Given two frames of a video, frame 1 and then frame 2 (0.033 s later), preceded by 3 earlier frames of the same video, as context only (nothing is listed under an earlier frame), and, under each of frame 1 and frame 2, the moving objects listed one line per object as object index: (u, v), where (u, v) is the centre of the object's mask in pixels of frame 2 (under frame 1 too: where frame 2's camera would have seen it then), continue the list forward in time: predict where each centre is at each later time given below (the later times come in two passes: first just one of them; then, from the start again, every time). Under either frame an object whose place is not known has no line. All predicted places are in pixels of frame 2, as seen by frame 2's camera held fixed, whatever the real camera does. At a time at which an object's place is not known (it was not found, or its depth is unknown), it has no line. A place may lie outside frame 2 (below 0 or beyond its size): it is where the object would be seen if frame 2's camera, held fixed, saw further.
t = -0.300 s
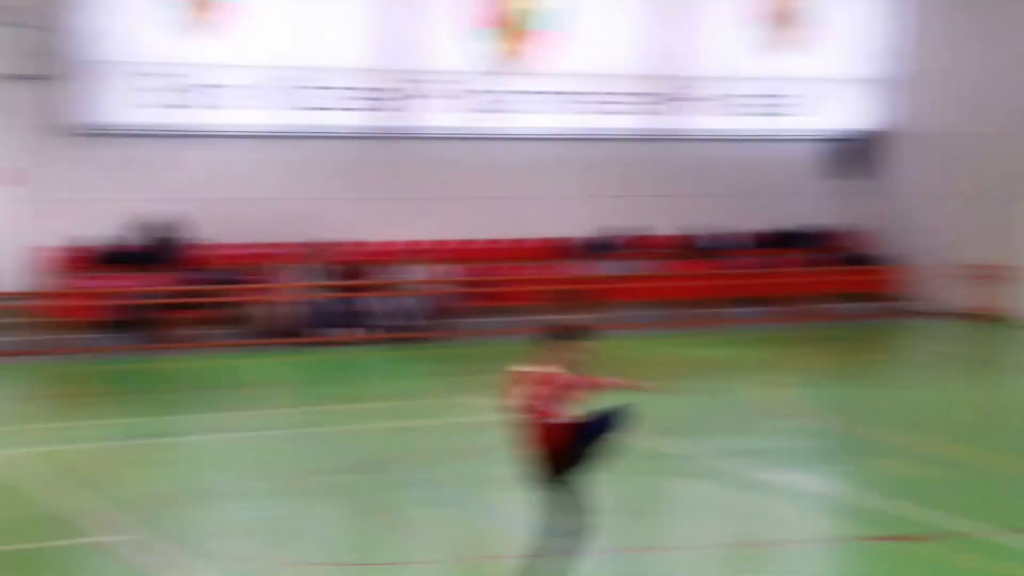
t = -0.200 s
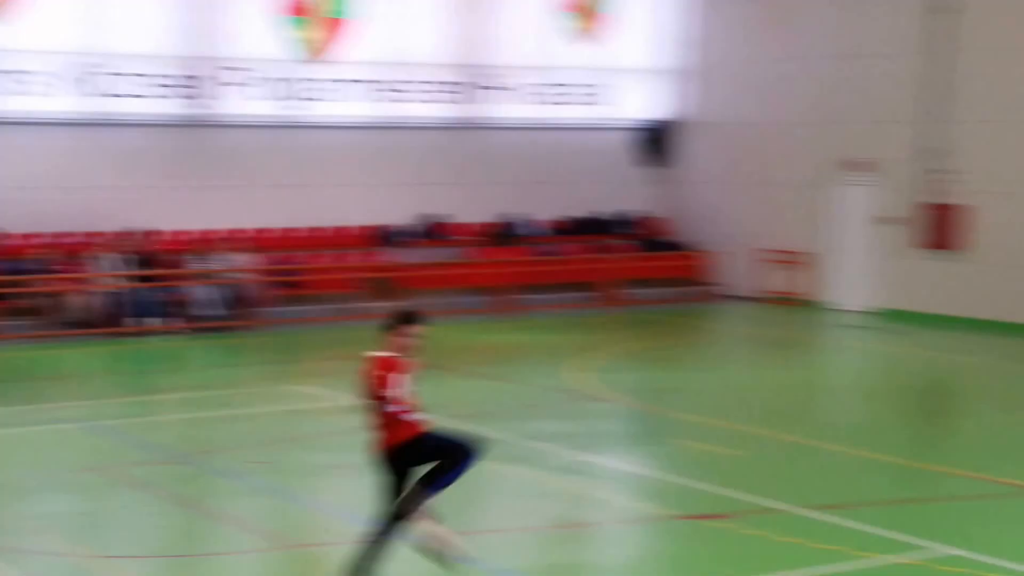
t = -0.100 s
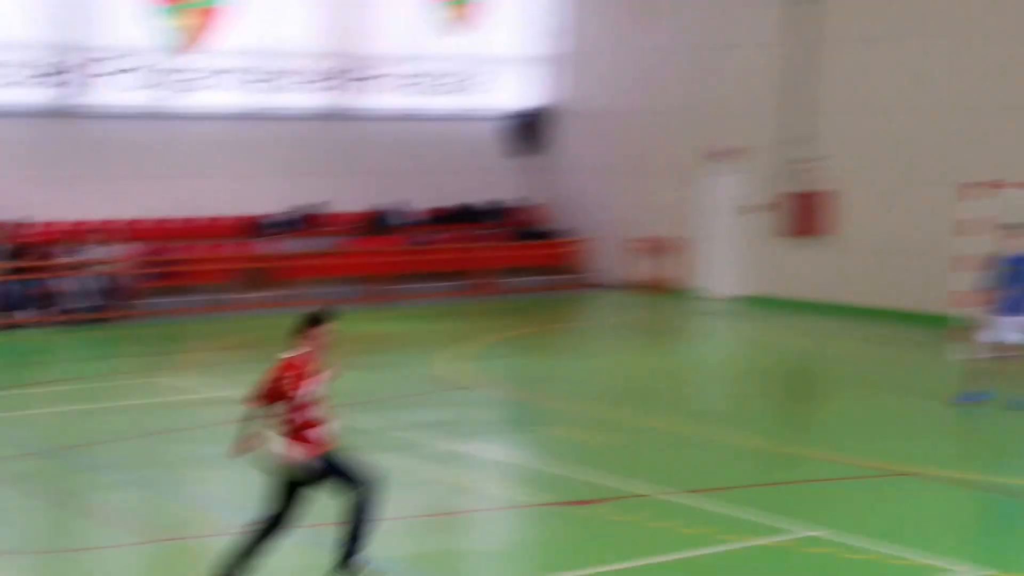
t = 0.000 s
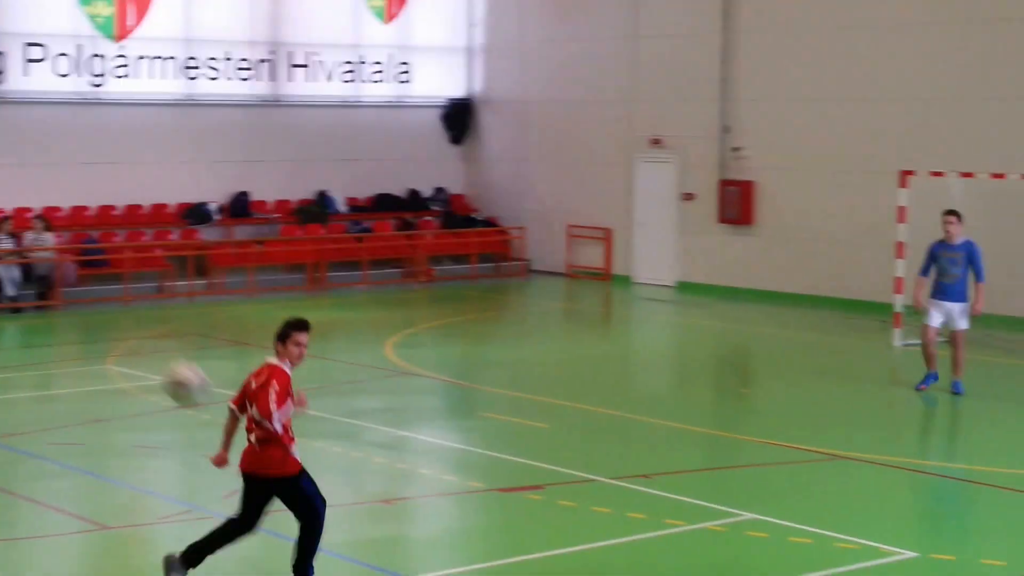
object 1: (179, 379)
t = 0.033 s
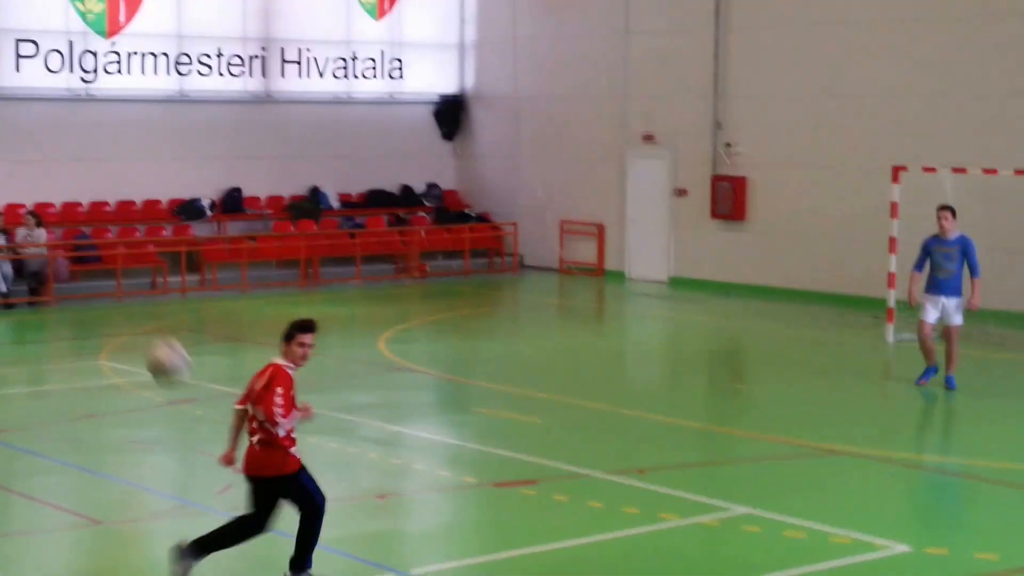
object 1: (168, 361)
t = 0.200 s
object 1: (116, 304)
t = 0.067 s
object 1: (157, 345)
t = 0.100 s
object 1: (149, 333)
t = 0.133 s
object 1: (138, 322)
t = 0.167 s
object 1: (127, 312)
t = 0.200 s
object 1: (116, 304)
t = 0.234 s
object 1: (105, 299)
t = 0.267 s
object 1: (93, 296)
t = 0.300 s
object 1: (83, 294)
